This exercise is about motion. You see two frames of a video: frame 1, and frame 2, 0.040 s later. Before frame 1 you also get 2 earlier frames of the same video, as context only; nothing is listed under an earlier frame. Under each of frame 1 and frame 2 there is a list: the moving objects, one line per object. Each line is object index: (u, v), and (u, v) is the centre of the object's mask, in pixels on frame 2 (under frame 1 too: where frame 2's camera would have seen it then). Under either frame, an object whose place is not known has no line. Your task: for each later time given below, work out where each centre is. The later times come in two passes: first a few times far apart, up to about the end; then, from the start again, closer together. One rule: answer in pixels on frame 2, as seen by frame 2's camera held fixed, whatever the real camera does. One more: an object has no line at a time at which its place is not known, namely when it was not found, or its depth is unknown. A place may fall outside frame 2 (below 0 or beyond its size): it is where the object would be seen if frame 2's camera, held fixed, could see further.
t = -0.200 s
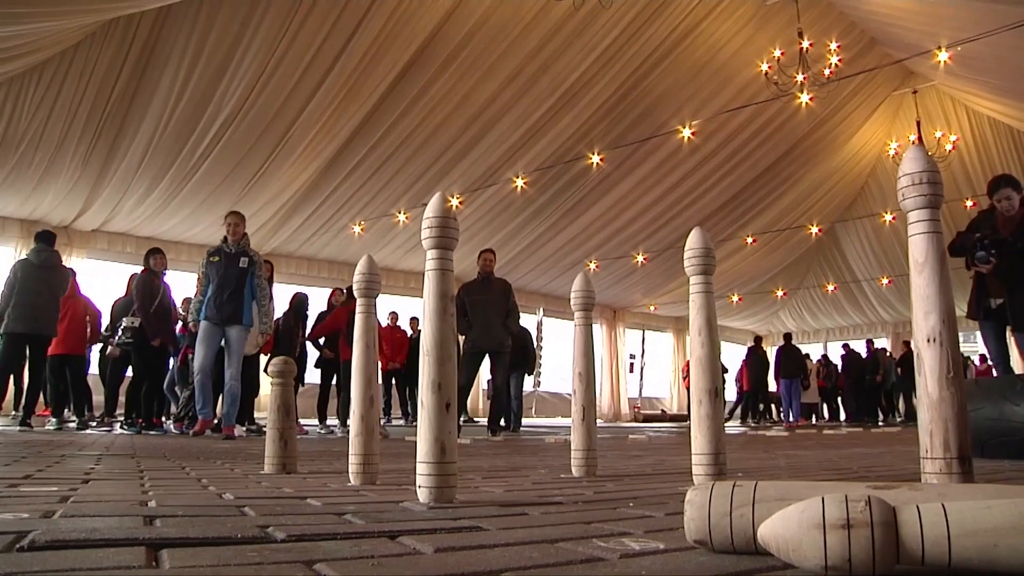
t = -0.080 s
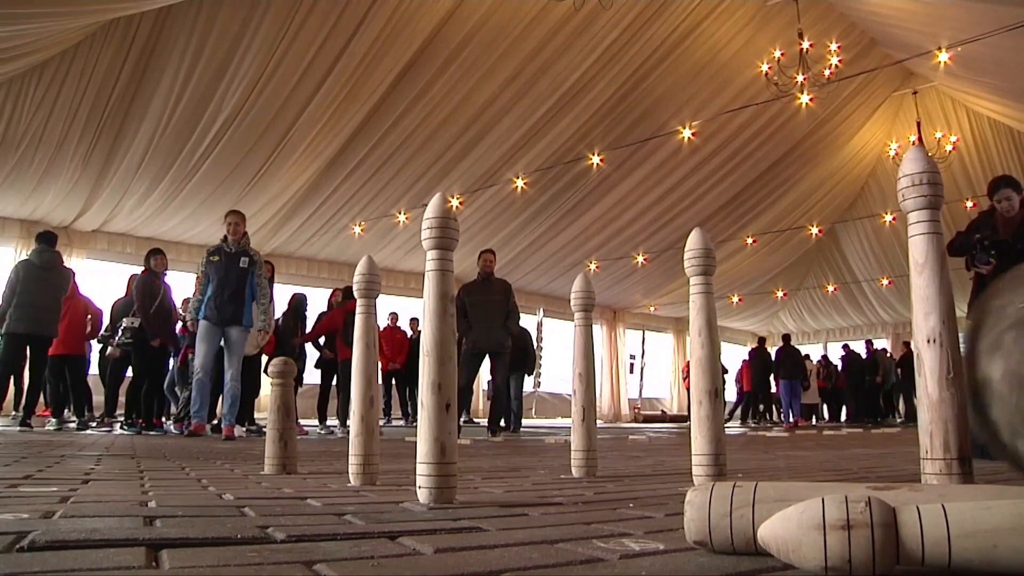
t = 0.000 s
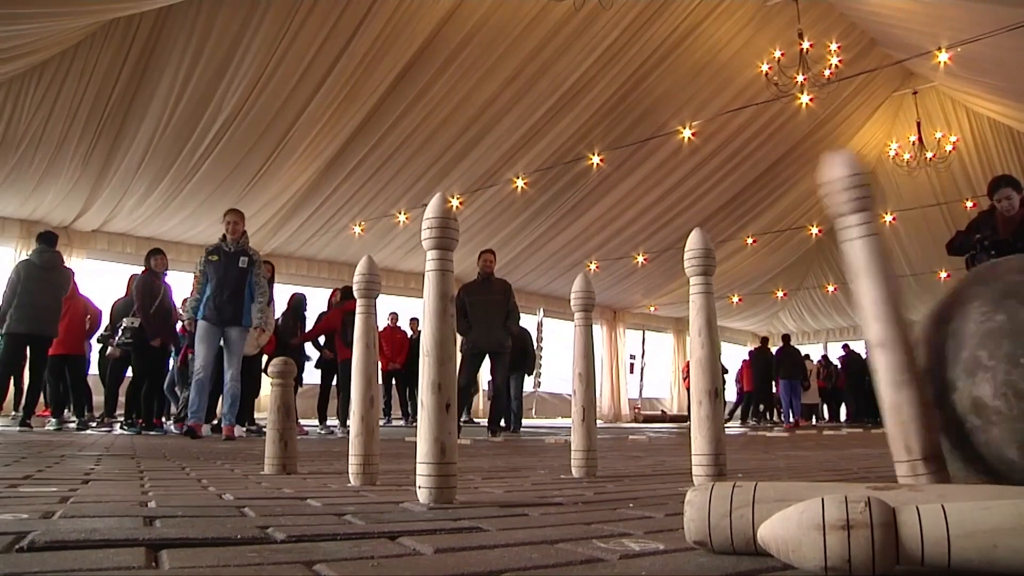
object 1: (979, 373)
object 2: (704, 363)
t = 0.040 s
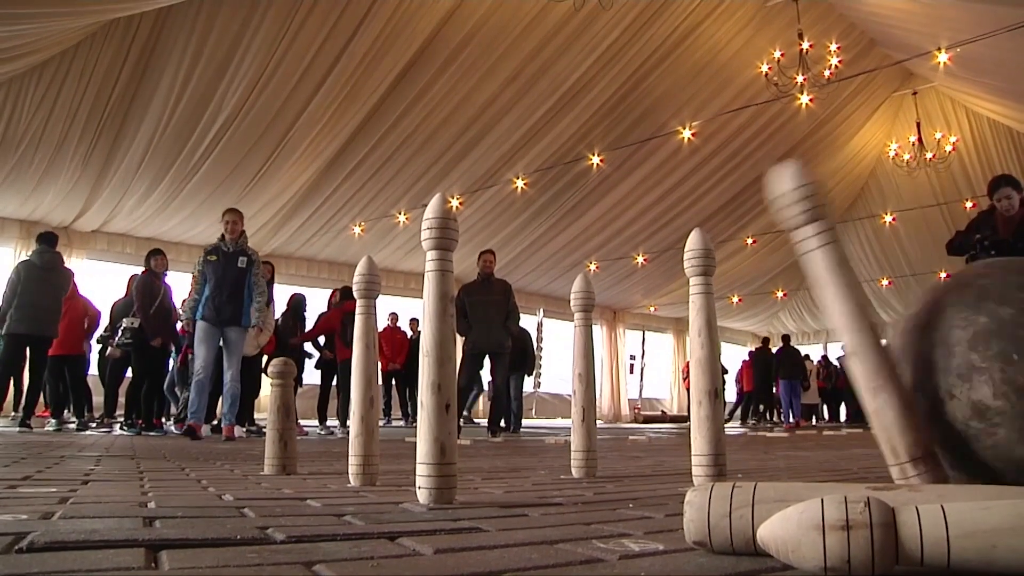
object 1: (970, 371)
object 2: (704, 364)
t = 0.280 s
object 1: (883, 378)
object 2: (704, 349)
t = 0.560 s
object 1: (764, 405)
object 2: (651, 349)
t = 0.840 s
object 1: (729, 398)
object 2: (567, 461)
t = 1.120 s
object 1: (743, 400)
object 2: (529, 468)
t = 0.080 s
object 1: (961, 369)
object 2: (704, 364)
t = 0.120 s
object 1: (950, 370)
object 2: (704, 369)
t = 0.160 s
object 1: (939, 374)
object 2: (704, 364)
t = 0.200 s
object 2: (704, 363)
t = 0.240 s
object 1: (905, 380)
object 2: (704, 355)
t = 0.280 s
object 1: (883, 378)
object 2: (704, 349)
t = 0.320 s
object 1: (863, 380)
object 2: (704, 350)
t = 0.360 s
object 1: (843, 381)
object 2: (704, 356)
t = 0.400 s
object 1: (825, 381)
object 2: (703, 354)
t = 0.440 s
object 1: (807, 385)
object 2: (701, 347)
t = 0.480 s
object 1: (792, 388)
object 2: (687, 344)
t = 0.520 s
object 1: (777, 390)
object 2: (670, 345)
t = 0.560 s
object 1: (764, 405)
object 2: (651, 349)
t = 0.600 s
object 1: (750, 404)
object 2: (631, 356)
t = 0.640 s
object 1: (740, 397)
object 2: (615, 395)
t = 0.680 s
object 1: (733, 396)
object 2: (594, 420)
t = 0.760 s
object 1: (728, 396)
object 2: (575, 450)
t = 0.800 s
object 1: (727, 397)
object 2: (572, 463)
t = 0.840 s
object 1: (729, 398)
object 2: (567, 461)
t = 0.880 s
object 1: (732, 398)
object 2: (555, 464)
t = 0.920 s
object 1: (734, 398)
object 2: (553, 465)
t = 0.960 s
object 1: (736, 398)
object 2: (549, 464)
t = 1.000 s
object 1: (738, 398)
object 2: (539, 467)
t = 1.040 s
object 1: (740, 398)
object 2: (535, 467)
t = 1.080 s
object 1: (742, 397)
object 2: (533, 468)
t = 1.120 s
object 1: (743, 400)
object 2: (529, 468)
